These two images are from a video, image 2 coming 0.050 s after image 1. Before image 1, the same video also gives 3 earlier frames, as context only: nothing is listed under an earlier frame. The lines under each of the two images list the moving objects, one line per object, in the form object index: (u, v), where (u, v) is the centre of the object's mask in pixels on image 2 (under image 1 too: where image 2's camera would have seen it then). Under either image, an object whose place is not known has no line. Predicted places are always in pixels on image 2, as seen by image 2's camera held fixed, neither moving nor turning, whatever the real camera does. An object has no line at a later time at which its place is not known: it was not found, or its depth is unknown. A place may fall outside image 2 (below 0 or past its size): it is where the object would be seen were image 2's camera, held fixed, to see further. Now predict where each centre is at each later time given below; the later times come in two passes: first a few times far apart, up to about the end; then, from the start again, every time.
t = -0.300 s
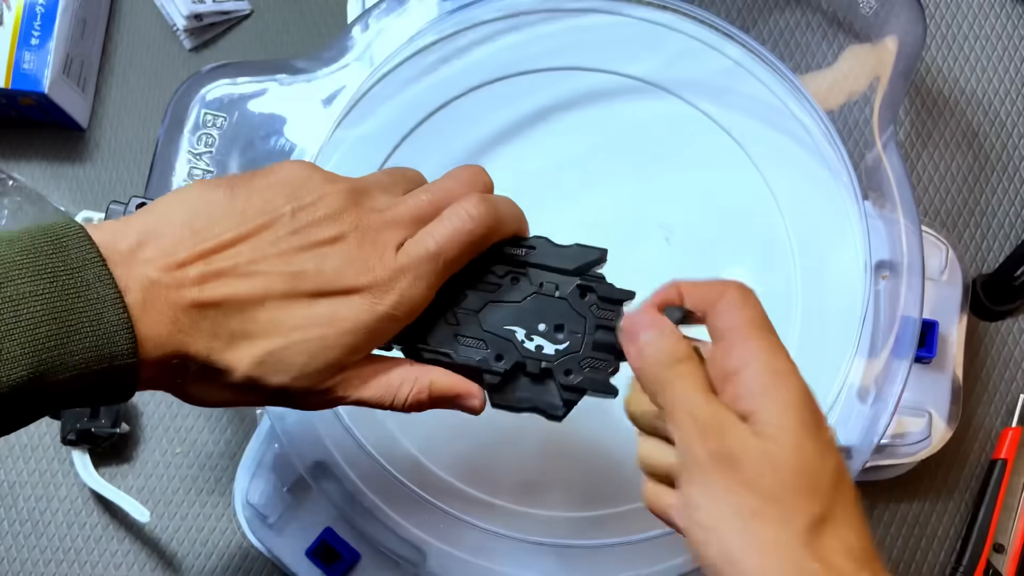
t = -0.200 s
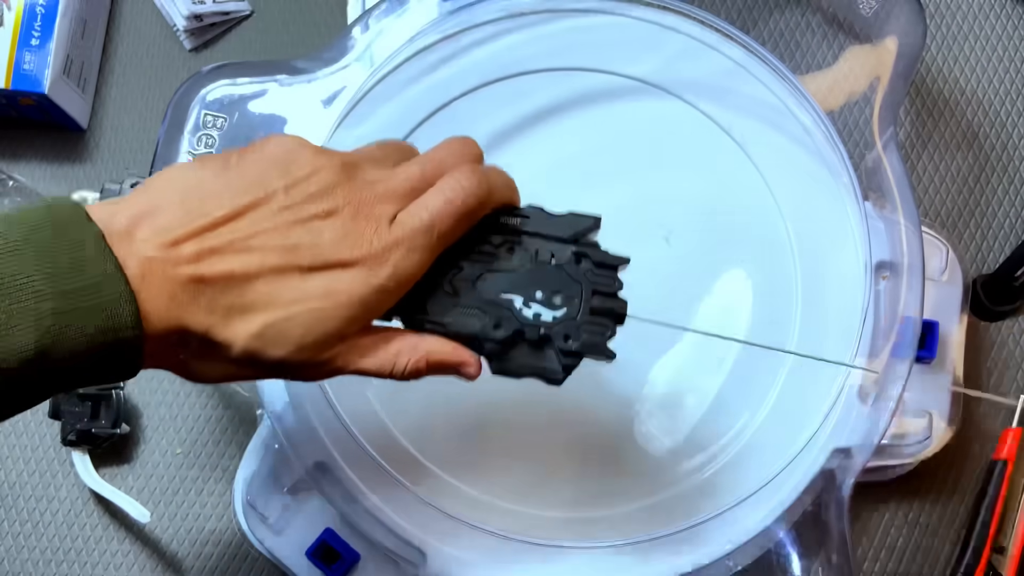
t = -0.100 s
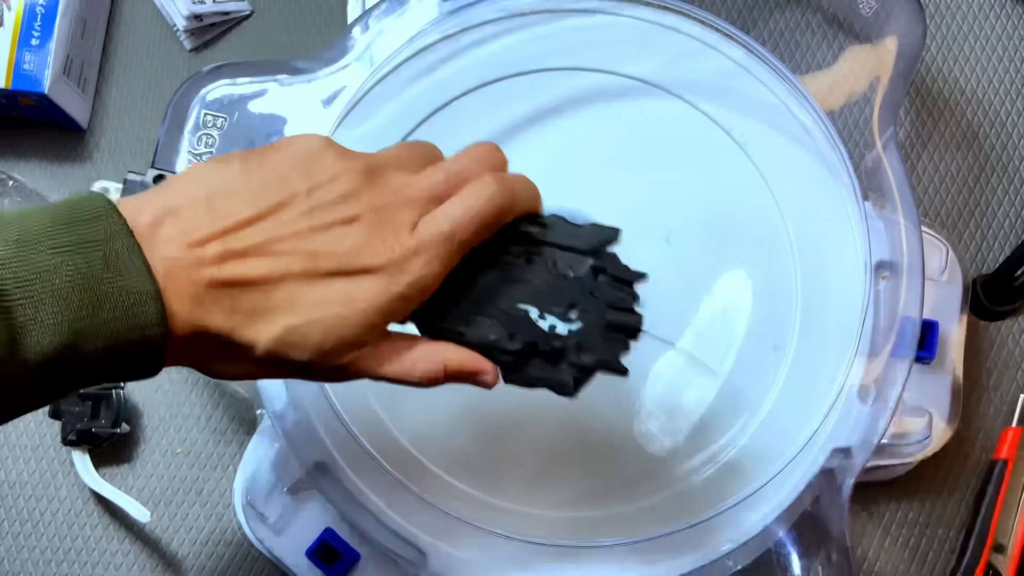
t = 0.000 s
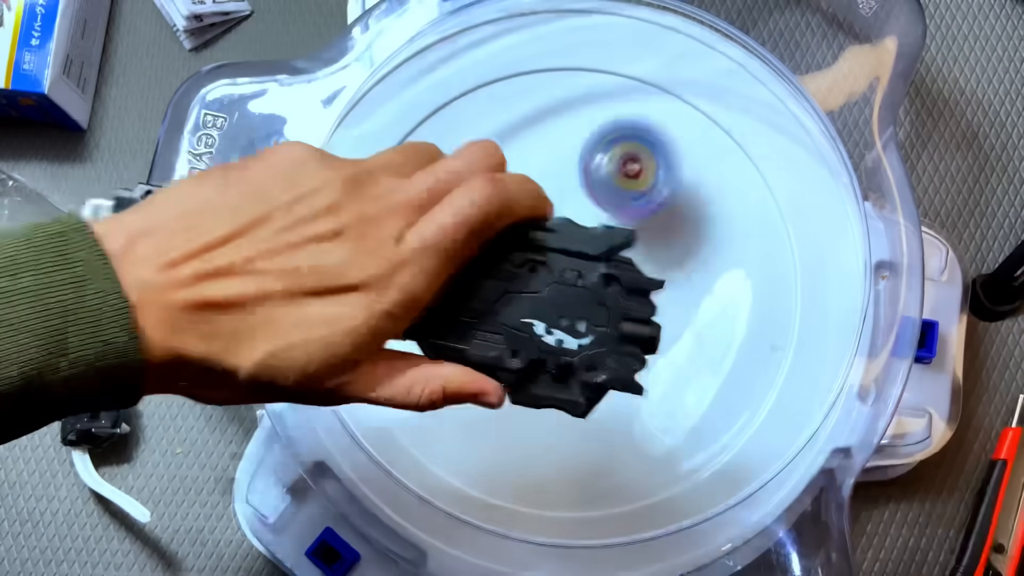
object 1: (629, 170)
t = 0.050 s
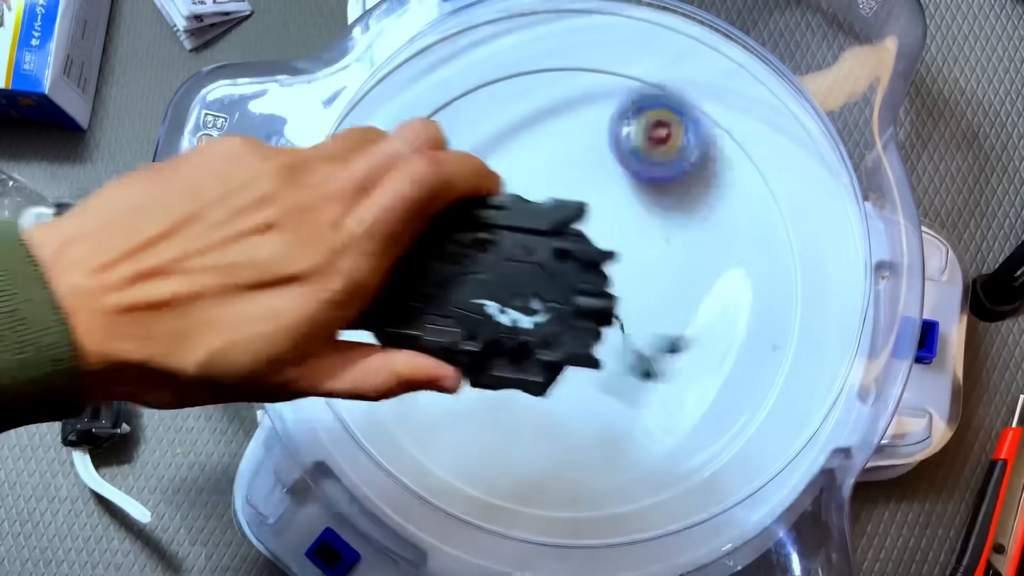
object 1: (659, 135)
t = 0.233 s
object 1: (669, 85)
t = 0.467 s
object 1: (532, 192)
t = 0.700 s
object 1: (471, 317)
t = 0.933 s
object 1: (587, 346)
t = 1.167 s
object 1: (681, 248)
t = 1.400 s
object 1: (587, 170)
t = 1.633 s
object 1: (478, 255)
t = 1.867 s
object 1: (533, 353)
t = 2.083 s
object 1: (640, 317)
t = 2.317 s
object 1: (627, 188)
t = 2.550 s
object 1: (518, 199)
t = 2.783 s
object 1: (482, 308)
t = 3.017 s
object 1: (598, 350)
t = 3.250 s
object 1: (643, 249)
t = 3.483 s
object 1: (558, 169)
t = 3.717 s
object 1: (447, 237)
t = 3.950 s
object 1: (556, 365)
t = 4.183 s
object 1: (686, 273)
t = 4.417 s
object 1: (597, 145)
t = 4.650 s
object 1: (477, 239)
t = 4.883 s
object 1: (555, 339)
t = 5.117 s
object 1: (624, 271)
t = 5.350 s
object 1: (575, 236)
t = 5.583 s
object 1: (534, 269)
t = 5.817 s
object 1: (561, 274)
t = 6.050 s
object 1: (539, 255)
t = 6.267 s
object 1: (551, 252)
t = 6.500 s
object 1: (530, 248)
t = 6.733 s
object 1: (553, 245)
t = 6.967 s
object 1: (542, 246)
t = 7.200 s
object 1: (563, 242)
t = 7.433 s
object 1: (555, 247)
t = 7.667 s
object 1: (573, 250)
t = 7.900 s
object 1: (560, 252)
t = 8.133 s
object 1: (570, 259)
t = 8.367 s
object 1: (552, 256)
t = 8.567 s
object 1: (558, 260)
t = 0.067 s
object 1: (666, 126)
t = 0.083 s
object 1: (671, 116)
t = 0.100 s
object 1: (675, 107)
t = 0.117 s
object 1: (677, 100)
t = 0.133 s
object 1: (680, 95)
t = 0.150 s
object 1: (680, 89)
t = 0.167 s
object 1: (682, 85)
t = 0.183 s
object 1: (680, 84)
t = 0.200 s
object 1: (677, 83)
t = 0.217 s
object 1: (673, 83)
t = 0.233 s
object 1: (669, 85)
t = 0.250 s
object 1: (662, 89)
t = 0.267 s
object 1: (655, 94)
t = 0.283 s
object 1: (647, 97)
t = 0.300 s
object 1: (640, 103)
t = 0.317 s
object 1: (630, 109)
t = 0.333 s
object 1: (620, 117)
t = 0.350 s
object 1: (609, 125)
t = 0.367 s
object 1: (600, 133)
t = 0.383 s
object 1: (590, 141)
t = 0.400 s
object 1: (577, 151)
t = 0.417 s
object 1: (566, 161)
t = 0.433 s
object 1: (555, 171)
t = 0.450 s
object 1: (544, 181)
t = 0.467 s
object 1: (532, 192)
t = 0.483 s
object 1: (522, 203)
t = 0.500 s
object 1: (512, 212)
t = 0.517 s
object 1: (502, 223)
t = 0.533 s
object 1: (494, 232)
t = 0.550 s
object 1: (487, 242)
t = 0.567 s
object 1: (481, 251)
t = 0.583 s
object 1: (476, 261)
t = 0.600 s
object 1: (473, 269)
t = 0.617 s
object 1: (470, 280)
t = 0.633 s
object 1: (468, 287)
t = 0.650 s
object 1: (467, 296)
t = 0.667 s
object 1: (468, 303)
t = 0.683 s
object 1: (469, 310)
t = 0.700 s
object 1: (471, 317)
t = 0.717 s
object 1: (475, 324)
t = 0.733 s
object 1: (480, 331)
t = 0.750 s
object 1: (485, 336)
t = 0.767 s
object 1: (492, 339)
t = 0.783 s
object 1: (498, 343)
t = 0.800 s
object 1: (506, 345)
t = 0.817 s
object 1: (515, 349)
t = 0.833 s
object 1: (522, 350)
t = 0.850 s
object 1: (533, 351)
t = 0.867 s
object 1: (543, 351)
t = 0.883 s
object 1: (554, 350)
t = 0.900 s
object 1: (564, 350)
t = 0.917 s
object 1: (576, 348)
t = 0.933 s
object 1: (587, 346)
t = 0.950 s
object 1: (597, 342)
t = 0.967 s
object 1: (610, 338)
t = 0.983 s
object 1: (618, 334)
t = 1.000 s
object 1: (627, 329)
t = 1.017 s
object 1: (637, 322)
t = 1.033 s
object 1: (645, 315)
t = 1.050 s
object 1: (652, 309)
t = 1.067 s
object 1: (659, 300)
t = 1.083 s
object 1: (666, 291)
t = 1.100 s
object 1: (671, 282)
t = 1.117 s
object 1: (675, 273)
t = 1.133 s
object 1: (677, 264)
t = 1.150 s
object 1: (680, 256)
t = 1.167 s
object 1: (681, 248)
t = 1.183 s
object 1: (679, 237)
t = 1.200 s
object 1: (678, 229)
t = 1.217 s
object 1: (674, 220)
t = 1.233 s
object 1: (670, 212)
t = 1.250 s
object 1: (664, 204)
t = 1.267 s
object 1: (658, 196)
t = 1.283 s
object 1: (652, 188)
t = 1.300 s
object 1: (644, 184)
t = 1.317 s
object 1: (635, 180)
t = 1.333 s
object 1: (626, 176)
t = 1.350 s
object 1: (618, 174)
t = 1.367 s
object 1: (607, 172)
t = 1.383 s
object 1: (596, 170)
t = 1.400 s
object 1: (587, 170)
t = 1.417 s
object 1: (576, 172)
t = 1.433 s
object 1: (566, 174)
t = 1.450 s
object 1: (557, 178)
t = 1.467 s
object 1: (546, 181)
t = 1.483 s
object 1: (535, 186)
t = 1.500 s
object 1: (526, 191)
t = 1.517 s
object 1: (517, 198)
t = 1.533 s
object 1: (509, 203)
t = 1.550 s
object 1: (503, 212)
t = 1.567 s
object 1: (495, 219)
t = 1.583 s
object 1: (490, 227)
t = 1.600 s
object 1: (486, 236)
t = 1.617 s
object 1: (481, 246)
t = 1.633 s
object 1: (478, 255)
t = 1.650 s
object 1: (476, 264)
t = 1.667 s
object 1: (475, 274)
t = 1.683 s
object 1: (475, 282)
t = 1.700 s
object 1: (476, 291)
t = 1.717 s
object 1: (478, 300)
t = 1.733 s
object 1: (482, 309)
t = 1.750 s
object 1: (485, 317)
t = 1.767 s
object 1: (490, 324)
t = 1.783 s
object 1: (495, 331)
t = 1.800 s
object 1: (501, 337)
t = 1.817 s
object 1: (509, 343)
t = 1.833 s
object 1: (516, 348)
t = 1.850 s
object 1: (523, 351)
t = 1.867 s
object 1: (533, 353)
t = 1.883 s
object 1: (541, 356)
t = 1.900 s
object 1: (549, 356)
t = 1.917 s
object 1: (558, 356)
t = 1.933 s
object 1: (568, 356)
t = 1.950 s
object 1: (576, 354)
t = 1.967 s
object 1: (584, 352)
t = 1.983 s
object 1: (595, 350)
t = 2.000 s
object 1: (603, 347)
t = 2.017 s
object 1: (611, 343)
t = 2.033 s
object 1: (620, 338)
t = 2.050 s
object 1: (628, 332)
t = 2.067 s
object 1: (634, 325)
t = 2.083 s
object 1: (640, 317)
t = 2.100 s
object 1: (645, 310)
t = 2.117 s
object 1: (650, 300)
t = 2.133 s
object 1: (653, 291)
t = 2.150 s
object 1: (656, 281)
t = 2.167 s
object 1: (657, 271)
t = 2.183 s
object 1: (658, 260)
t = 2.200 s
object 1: (657, 252)
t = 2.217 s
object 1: (655, 241)
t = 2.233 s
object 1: (652, 230)
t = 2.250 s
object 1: (649, 219)
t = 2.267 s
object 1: (644, 210)
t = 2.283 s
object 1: (638, 202)
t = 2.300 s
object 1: (634, 195)
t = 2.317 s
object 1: (627, 188)
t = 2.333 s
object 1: (620, 182)
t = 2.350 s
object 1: (614, 178)
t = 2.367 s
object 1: (606, 175)
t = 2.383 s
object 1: (596, 172)
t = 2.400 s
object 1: (589, 170)
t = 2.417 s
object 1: (581, 170)
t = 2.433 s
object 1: (572, 173)
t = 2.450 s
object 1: (563, 173)
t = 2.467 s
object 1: (555, 175)
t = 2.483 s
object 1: (547, 179)
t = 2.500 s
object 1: (539, 183)
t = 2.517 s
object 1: (532, 188)
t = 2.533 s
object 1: (524, 193)
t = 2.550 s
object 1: (518, 199)
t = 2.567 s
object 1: (512, 204)
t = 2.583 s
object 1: (507, 211)
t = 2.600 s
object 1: (502, 217)
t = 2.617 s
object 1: (497, 223)
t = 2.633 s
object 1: (492, 232)
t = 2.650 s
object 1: (489, 238)
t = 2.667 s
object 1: (486, 246)
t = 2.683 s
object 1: (483, 256)
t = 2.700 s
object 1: (481, 263)
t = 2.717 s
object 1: (479, 271)
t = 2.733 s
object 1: (479, 281)
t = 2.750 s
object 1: (479, 289)
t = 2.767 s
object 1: (480, 299)
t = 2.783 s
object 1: (482, 308)
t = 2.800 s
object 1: (485, 317)
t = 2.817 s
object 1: (490, 324)
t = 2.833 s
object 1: (498, 333)
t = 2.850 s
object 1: (504, 340)
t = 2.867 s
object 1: (511, 346)
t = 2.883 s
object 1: (520, 351)
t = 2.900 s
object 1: (529, 355)
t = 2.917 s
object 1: (539, 357)
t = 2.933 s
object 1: (550, 359)
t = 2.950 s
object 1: (560, 359)
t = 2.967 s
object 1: (569, 359)
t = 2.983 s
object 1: (579, 357)
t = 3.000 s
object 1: (589, 354)
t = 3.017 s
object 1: (598, 350)
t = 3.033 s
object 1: (607, 345)
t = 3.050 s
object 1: (616, 339)
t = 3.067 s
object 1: (624, 334)
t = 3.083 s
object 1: (630, 326)
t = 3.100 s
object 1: (637, 318)
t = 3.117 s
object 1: (641, 312)
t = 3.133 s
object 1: (644, 303)
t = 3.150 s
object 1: (650, 296)
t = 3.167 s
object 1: (651, 289)
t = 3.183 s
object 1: (651, 281)
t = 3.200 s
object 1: (651, 273)
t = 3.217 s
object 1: (649, 265)
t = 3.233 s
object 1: (646, 257)
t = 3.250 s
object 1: (643, 249)
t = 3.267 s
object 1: (641, 241)
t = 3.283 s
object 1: (637, 234)
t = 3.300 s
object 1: (633, 227)
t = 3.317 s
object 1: (630, 221)
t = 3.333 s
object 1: (625, 214)
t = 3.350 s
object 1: (619, 207)
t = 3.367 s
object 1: (614, 200)
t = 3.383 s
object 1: (607, 194)
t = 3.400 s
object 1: (601, 189)
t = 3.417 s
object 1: (594, 183)
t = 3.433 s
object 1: (585, 179)
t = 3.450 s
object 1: (577, 175)
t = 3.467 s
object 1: (568, 172)
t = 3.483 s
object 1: (558, 169)
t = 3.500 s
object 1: (549, 166)
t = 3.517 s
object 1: (540, 164)
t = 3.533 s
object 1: (529, 164)
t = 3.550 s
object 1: (519, 165)
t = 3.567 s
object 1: (509, 167)
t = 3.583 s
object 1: (499, 171)
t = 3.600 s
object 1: (488, 176)
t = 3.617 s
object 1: (480, 182)
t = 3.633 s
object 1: (471, 189)
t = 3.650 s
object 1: (464, 197)
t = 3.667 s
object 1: (457, 205)
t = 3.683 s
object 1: (452, 215)
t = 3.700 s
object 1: (448, 227)
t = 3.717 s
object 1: (447, 237)
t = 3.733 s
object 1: (446, 249)
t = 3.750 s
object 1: (447, 263)
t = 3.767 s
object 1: (449, 274)
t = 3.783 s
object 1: (453, 286)
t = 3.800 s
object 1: (459, 299)
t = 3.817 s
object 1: (465, 309)
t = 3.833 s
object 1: (473, 319)
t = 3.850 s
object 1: (483, 330)
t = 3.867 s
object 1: (494, 340)
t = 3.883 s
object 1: (504, 346)
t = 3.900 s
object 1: (517, 354)
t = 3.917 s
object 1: (529, 359)
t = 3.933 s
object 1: (542, 363)
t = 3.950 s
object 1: (556, 365)
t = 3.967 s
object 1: (569, 367)
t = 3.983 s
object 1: (581, 366)
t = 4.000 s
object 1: (595, 365)
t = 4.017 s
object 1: (607, 362)
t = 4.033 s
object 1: (618, 358)
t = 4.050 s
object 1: (629, 352)
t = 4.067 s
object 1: (639, 345)
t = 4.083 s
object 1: (649, 336)
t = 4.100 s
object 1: (658, 328)
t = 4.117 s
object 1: (666, 317)
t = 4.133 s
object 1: (672, 307)
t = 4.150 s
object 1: (677, 296)
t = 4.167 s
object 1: (682, 284)
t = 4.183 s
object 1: (686, 273)
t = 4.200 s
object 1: (688, 262)
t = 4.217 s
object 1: (689, 251)
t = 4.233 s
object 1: (687, 238)
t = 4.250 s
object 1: (685, 226)
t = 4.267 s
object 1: (679, 213)
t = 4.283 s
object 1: (675, 201)
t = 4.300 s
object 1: (669, 190)
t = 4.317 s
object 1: (661, 181)
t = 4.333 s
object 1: (654, 172)
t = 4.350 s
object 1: (644, 165)
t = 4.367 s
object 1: (633, 158)
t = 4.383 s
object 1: (622, 154)
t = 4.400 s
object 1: (610, 149)
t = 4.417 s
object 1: (597, 145)
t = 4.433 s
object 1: (585, 144)
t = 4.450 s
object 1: (572, 144)
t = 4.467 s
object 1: (560, 146)
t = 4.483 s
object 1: (549, 150)
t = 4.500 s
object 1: (537, 155)
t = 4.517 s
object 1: (527, 161)
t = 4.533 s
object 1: (517, 168)
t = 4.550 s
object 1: (507, 177)
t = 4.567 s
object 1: (498, 186)
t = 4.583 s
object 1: (492, 194)
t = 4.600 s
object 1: (486, 205)
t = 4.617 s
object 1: (481, 217)
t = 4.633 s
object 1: (479, 228)
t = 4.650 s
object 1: (477, 239)
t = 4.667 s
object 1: (477, 251)
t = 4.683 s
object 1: (477, 261)
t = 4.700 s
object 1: (479, 271)
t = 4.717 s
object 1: (482, 281)
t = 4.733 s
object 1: (486, 291)
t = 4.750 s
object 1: (491, 300)
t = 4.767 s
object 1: (497, 309)
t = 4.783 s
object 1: (504, 316)
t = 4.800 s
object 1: (511, 323)
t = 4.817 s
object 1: (519, 328)
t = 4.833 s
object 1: (528, 332)
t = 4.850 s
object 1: (537, 336)
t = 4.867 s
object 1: (546, 338)
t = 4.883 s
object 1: (555, 339)
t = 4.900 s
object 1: (564, 339)
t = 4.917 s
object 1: (574, 337)
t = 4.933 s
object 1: (583, 335)
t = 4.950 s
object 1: (590, 332)
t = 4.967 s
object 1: (598, 328)
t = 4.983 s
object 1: (606, 323)
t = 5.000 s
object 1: (611, 318)
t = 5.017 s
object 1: (617, 311)
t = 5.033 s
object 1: (621, 305)
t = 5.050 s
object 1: (623, 300)
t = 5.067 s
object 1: (626, 292)
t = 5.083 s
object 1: (626, 285)
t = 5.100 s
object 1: (626, 278)
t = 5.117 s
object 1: (624, 271)
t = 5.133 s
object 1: (623, 264)
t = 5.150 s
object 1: (620, 258)
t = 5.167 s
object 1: (617, 252)
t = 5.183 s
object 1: (613, 246)
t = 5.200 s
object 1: (609, 242)
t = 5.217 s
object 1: (605, 238)
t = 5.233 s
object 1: (601, 235)
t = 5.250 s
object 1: (597, 232)
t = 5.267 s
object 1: (594, 230)
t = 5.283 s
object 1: (590, 230)
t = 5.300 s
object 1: (587, 230)
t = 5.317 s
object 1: (583, 232)
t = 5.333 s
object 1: (579, 234)
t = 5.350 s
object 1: (575, 236)
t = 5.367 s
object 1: (571, 239)
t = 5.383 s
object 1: (568, 242)
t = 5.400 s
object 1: (565, 246)
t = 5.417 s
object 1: (561, 251)
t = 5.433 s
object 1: (558, 254)
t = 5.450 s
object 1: (555, 258)
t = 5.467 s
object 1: (552, 261)
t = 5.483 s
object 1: (548, 264)
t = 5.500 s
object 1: (545, 267)
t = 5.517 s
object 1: (542, 269)
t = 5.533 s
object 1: (539, 270)
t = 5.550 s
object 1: (536, 270)
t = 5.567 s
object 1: (535, 270)
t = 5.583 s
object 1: (534, 269)
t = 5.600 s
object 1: (534, 268)
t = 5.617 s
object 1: (534, 266)
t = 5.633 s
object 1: (535, 265)
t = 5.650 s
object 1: (536, 264)
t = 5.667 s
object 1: (539, 264)
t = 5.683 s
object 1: (543, 264)
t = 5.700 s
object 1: (546, 265)
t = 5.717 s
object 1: (549, 265)
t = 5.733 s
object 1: (552, 267)
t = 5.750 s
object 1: (556, 268)
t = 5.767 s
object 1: (558, 270)
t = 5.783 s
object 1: (560, 272)
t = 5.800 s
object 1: (561, 274)
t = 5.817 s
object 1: (561, 274)
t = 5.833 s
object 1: (561, 276)
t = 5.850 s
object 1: (559, 276)
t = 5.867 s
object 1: (558, 277)
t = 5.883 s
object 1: (556, 277)
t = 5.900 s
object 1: (553, 277)
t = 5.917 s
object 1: (552, 276)
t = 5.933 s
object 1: (549, 275)
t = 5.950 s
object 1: (547, 273)
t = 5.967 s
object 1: (545, 270)
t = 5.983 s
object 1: (543, 268)
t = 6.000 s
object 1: (541, 264)
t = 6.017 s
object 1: (540, 260)
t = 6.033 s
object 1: (539, 258)
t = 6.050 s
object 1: (539, 255)
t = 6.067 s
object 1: (539, 252)
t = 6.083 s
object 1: (539, 249)
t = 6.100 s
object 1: (541, 246)
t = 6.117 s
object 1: (543, 245)
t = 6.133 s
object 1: (544, 244)
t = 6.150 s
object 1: (546, 243)
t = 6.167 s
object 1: (548, 243)
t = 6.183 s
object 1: (549, 244)
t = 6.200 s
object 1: (550, 244)
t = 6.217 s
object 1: (550, 246)
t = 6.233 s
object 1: (551, 248)
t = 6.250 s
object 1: (551, 250)
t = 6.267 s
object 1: (551, 252)
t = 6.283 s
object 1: (550, 253)
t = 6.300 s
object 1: (550, 255)
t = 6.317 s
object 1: (547, 256)
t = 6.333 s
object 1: (545, 257)
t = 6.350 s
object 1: (543, 258)
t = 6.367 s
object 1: (541, 259)
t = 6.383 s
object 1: (540, 259)
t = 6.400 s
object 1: (538, 259)
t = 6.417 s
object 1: (536, 258)
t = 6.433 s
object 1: (535, 257)
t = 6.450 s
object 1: (533, 255)
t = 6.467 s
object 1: (531, 253)
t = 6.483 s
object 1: (530, 251)
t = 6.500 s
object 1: (530, 248)
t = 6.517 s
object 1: (531, 246)
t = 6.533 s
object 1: (532, 245)
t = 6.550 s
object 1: (533, 242)
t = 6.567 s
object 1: (534, 239)
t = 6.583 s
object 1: (535, 237)
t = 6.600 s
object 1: (538, 236)
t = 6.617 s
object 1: (540, 236)
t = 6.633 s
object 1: (544, 236)
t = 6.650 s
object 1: (546, 237)
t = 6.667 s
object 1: (549, 238)
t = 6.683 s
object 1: (550, 239)
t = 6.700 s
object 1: (552, 240)
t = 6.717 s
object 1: (552, 243)
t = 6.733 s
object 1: (553, 245)
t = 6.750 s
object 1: (554, 247)
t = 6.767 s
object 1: (554, 248)
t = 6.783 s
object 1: (553, 250)
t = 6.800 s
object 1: (552, 252)
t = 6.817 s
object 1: (551, 253)
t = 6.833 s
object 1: (550, 255)
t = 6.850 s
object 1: (548, 255)
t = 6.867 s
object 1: (547, 254)
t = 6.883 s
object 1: (545, 253)
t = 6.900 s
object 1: (544, 252)
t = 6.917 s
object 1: (542, 251)
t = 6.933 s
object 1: (542, 250)
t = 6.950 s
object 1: (542, 248)
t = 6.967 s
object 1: (542, 246)
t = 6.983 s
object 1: (542, 244)
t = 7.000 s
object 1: (541, 241)
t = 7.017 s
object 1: (542, 240)
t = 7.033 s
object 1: (544, 238)
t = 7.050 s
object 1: (545, 236)
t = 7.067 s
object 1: (548, 235)
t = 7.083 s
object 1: (549, 235)
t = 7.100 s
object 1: (551, 234)
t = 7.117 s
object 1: (553, 235)
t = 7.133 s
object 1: (556, 236)
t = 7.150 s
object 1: (559, 237)
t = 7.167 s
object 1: (561, 238)
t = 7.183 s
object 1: (561, 240)
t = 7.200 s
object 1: (563, 242)
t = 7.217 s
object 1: (564, 245)
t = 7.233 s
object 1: (565, 248)
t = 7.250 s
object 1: (565, 249)
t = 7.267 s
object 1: (564, 250)
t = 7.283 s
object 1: (563, 253)
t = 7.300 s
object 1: (562, 254)
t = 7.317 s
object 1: (562, 255)
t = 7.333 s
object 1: (561, 255)
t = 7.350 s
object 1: (559, 253)
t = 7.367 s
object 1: (557, 253)
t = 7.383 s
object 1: (556, 253)
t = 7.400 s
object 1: (556, 251)
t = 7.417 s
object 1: (556, 249)
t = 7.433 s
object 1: (555, 247)
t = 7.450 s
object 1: (555, 246)
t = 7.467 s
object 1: (556, 245)
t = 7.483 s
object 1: (558, 244)
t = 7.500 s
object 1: (560, 243)
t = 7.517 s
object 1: (561, 241)
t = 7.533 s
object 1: (562, 242)
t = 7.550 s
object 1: (564, 243)
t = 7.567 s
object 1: (566, 243)
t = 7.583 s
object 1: (567, 243)
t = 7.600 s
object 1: (569, 244)
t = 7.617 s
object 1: (570, 246)
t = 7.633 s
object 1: (572, 248)
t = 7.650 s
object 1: (573, 249)
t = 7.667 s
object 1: (573, 250)
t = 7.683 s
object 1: (572, 254)
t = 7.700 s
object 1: (573, 255)
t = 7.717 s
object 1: (572, 256)
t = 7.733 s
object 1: (572, 257)
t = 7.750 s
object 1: (570, 258)
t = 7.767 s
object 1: (568, 258)
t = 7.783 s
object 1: (567, 259)
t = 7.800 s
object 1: (566, 258)
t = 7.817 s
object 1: (564, 257)
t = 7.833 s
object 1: (562, 257)
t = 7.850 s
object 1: (562, 256)
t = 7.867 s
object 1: (562, 254)
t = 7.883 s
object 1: (560, 253)
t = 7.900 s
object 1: (560, 252)
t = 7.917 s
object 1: (560, 251)
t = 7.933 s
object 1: (561, 250)
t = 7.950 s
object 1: (562, 249)
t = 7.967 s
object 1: (562, 248)
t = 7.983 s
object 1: (564, 248)
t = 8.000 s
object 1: (566, 249)
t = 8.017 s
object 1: (567, 249)
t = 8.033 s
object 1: (567, 250)
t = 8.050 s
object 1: (569, 251)
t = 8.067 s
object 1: (570, 252)
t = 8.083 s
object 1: (571, 254)
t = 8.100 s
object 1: (570, 256)
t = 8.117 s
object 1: (570, 257)
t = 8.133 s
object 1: (570, 259)
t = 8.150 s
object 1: (569, 260)
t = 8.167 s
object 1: (567, 261)
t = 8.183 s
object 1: (566, 262)
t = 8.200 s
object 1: (565, 263)
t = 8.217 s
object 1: (563, 263)
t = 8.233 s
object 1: (561, 263)
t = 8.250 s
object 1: (560, 263)
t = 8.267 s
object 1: (559, 263)
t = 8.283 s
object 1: (556, 261)
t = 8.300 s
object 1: (554, 261)
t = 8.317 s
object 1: (553, 260)
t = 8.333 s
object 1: (554, 258)
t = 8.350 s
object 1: (552, 257)
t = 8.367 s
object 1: (552, 256)
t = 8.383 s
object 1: (553, 255)
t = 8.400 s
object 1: (553, 254)
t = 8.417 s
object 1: (553, 253)
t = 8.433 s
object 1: (554, 253)
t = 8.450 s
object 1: (555, 254)
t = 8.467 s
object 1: (556, 252)
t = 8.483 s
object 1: (557, 254)
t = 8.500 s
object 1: (557, 255)
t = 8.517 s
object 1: (558, 256)
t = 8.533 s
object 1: (558, 256)
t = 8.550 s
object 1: (557, 258)
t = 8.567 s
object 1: (558, 260)
